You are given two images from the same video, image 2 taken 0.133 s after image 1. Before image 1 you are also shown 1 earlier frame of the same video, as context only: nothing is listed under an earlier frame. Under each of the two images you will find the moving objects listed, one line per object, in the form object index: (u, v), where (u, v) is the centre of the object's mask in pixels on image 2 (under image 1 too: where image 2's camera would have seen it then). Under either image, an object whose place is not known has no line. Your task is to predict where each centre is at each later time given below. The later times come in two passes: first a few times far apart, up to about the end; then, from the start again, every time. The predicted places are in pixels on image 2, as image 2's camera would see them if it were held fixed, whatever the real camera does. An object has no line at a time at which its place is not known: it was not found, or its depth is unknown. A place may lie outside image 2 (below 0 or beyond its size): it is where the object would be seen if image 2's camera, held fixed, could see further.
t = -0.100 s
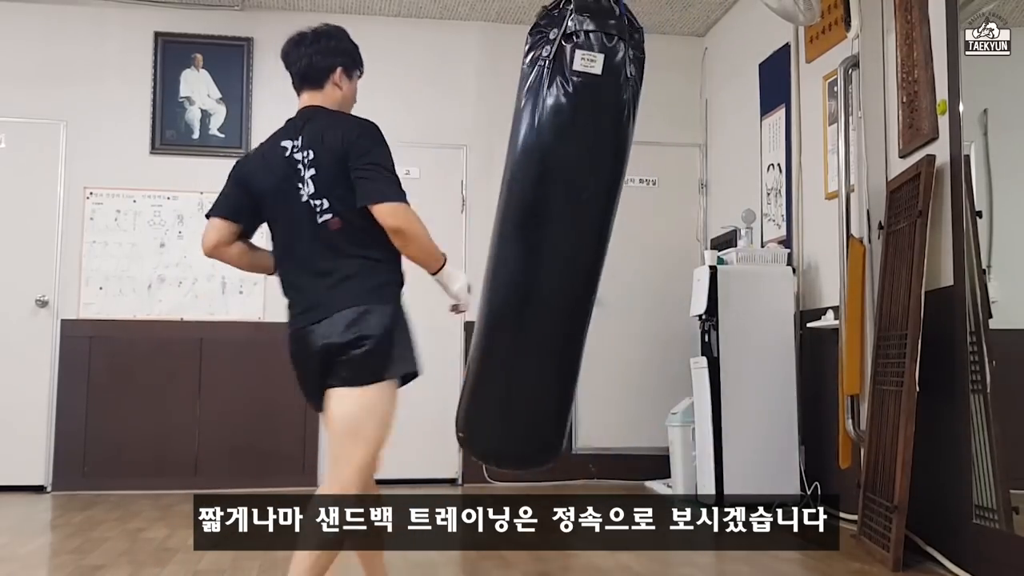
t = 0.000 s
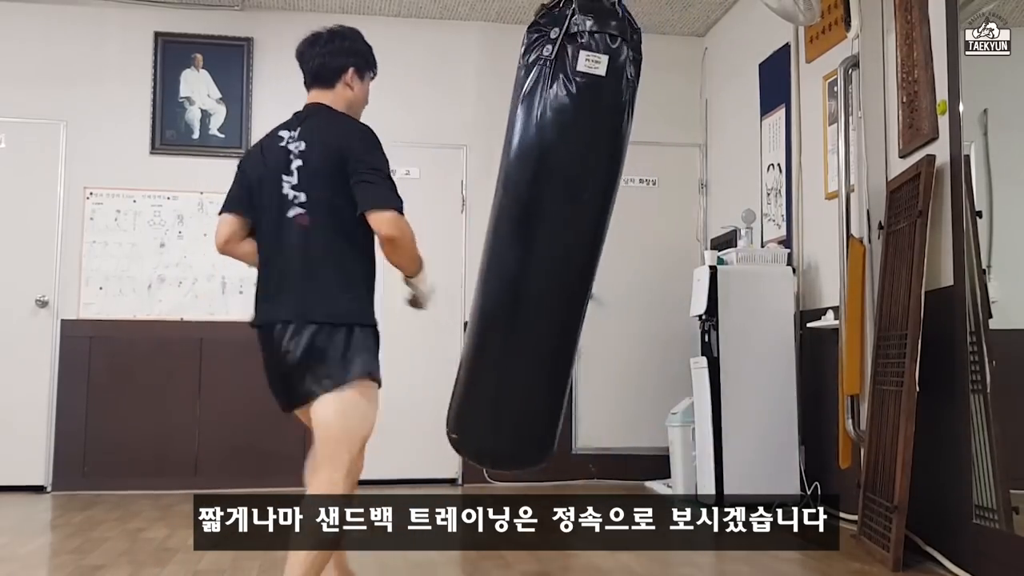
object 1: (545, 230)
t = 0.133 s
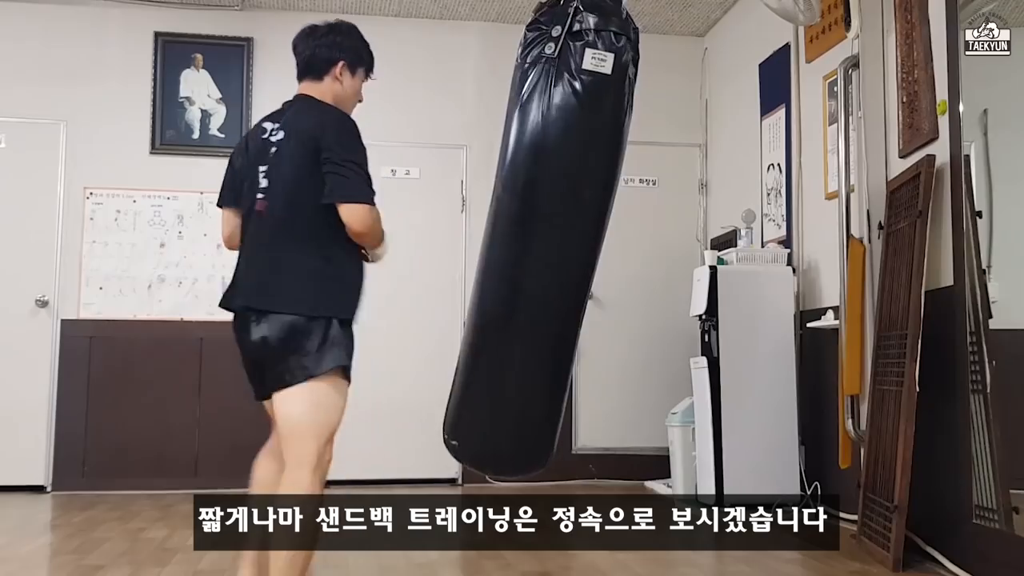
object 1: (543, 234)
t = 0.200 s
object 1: (544, 236)
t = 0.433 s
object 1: (565, 246)
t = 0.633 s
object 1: (599, 253)
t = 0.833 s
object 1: (644, 256)
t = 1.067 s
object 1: (695, 254)
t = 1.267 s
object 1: (720, 252)
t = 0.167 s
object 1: (543, 235)
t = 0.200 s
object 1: (544, 236)
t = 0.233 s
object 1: (546, 239)
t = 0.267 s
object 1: (548, 241)
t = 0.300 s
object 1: (550, 242)
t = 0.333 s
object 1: (553, 243)
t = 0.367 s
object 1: (556, 244)
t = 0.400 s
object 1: (560, 246)
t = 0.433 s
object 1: (565, 246)
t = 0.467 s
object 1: (570, 248)
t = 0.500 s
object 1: (575, 251)
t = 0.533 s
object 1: (580, 252)
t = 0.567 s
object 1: (586, 252)
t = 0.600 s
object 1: (593, 252)
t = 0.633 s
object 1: (599, 253)
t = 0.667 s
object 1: (606, 254)
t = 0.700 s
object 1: (613, 255)
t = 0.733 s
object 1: (621, 255)
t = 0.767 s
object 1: (628, 255)
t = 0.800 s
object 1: (636, 255)
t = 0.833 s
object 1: (644, 256)
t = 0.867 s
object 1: (652, 255)
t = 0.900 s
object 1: (660, 256)
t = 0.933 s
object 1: (667, 255)
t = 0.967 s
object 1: (675, 255)
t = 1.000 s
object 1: (682, 254)
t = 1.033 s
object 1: (689, 255)
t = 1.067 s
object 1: (695, 254)
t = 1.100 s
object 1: (700, 254)
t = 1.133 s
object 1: (705, 254)
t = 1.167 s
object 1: (710, 253)
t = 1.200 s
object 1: (714, 253)
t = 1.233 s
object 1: (718, 253)
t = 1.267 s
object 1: (720, 252)
